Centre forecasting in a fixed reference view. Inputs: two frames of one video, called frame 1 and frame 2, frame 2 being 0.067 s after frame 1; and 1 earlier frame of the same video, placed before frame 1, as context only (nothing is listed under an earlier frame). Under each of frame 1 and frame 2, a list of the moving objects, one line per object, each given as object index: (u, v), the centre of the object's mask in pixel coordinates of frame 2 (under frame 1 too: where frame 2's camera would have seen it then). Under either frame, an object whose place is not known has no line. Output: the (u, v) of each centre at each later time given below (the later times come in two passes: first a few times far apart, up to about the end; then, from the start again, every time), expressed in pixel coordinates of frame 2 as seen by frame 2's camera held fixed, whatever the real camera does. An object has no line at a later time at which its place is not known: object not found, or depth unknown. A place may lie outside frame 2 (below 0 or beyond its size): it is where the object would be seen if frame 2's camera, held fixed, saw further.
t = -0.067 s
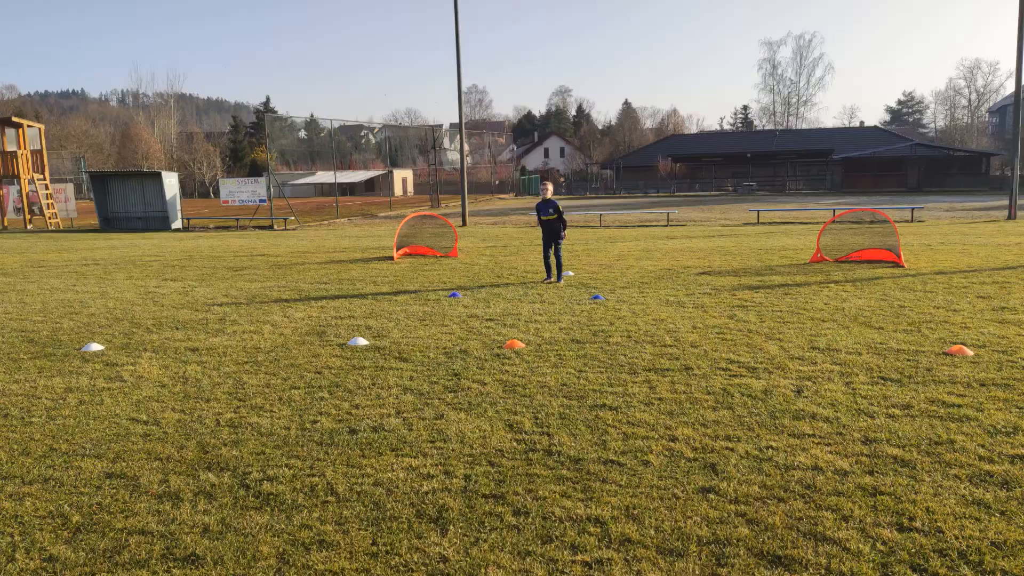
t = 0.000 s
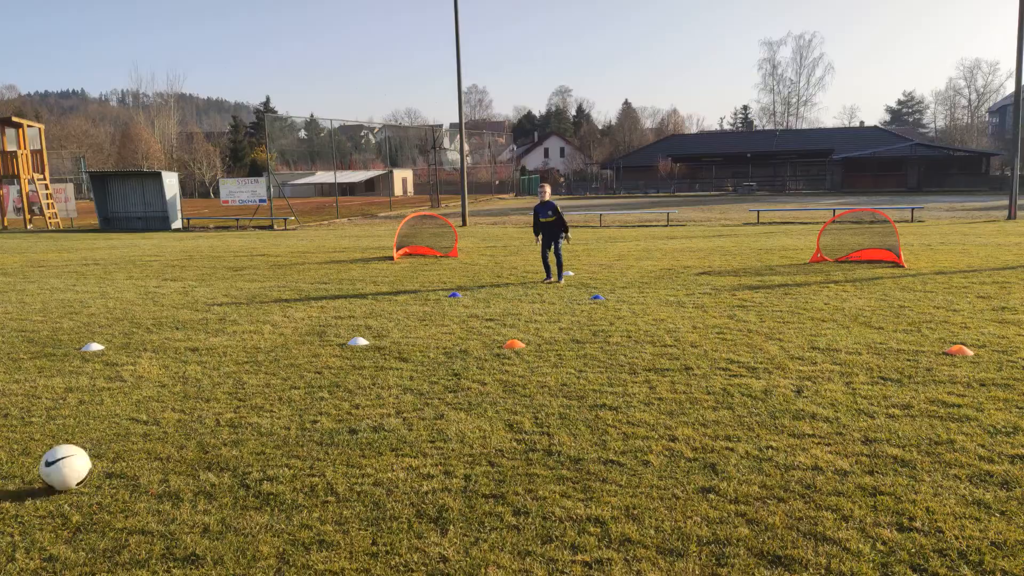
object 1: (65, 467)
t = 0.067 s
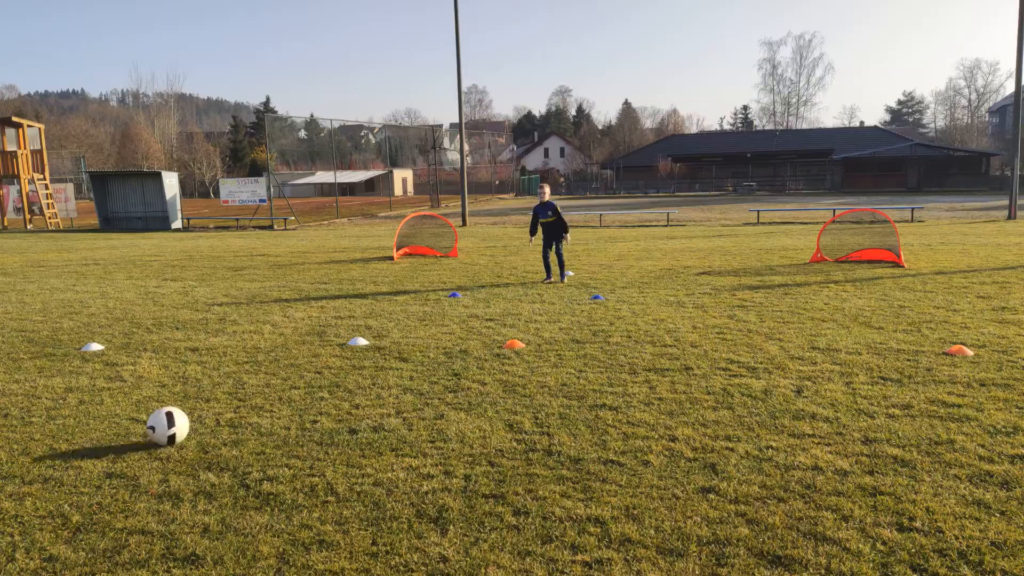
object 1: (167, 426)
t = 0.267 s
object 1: (360, 344)
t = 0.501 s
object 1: (451, 307)
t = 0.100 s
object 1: (214, 406)
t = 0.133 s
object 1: (263, 386)
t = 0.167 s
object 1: (292, 372)
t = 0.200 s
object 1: (310, 365)
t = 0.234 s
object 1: (334, 356)
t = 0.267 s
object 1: (360, 344)
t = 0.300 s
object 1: (377, 339)
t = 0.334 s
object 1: (388, 333)
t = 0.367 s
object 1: (403, 323)
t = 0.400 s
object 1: (416, 318)
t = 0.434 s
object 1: (434, 315)
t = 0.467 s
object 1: (441, 313)
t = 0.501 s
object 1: (451, 307)
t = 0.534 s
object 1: (462, 303)
